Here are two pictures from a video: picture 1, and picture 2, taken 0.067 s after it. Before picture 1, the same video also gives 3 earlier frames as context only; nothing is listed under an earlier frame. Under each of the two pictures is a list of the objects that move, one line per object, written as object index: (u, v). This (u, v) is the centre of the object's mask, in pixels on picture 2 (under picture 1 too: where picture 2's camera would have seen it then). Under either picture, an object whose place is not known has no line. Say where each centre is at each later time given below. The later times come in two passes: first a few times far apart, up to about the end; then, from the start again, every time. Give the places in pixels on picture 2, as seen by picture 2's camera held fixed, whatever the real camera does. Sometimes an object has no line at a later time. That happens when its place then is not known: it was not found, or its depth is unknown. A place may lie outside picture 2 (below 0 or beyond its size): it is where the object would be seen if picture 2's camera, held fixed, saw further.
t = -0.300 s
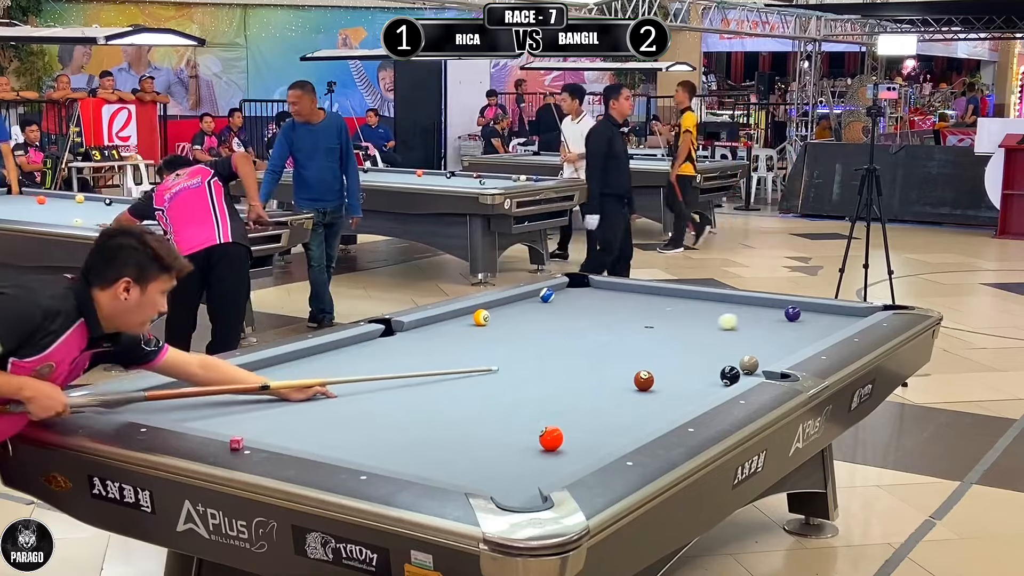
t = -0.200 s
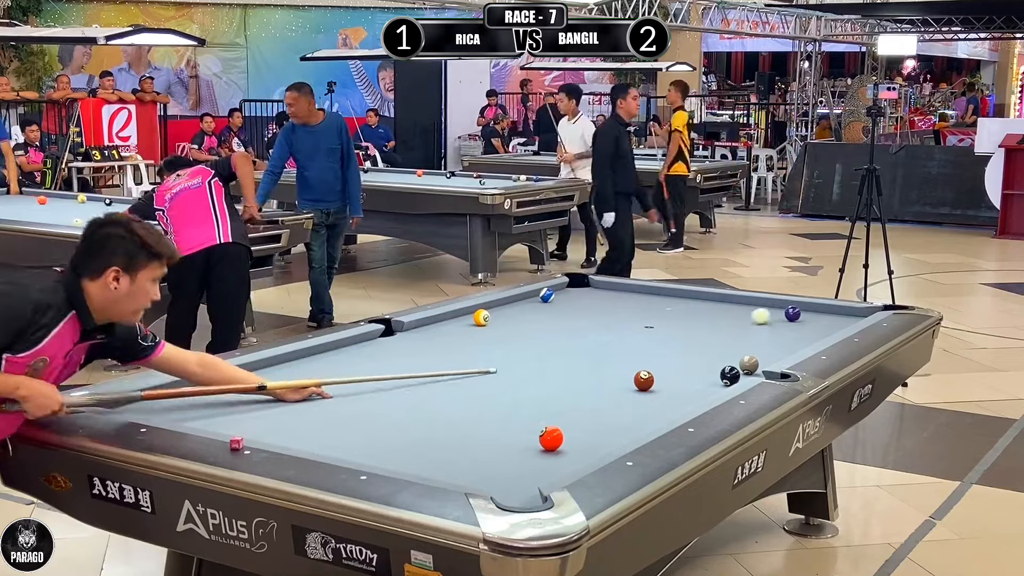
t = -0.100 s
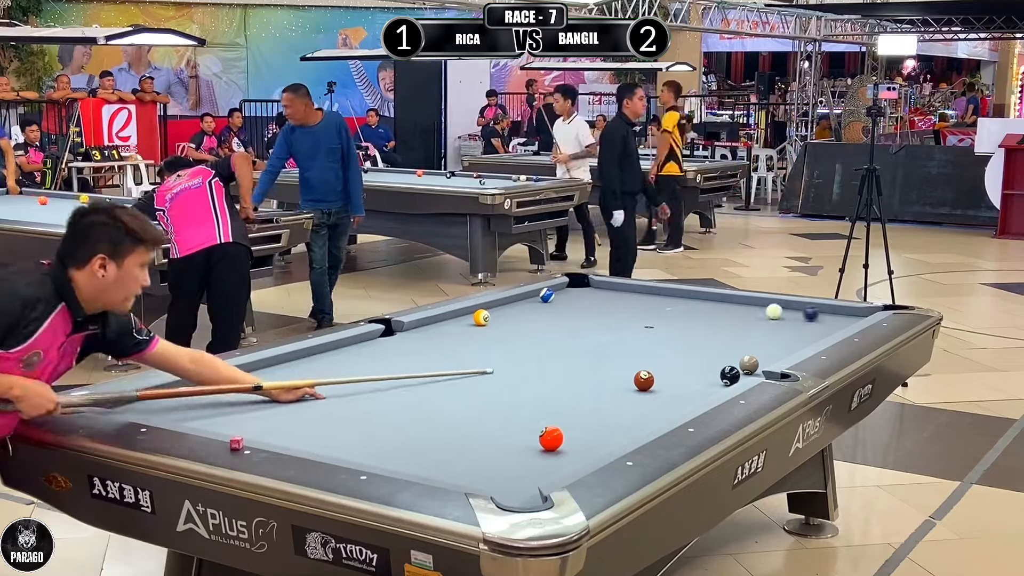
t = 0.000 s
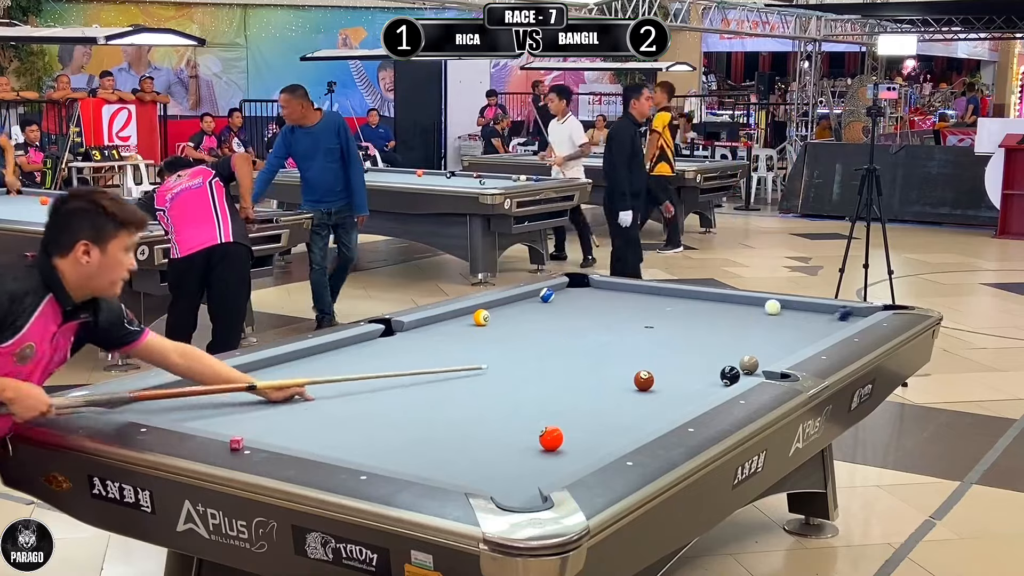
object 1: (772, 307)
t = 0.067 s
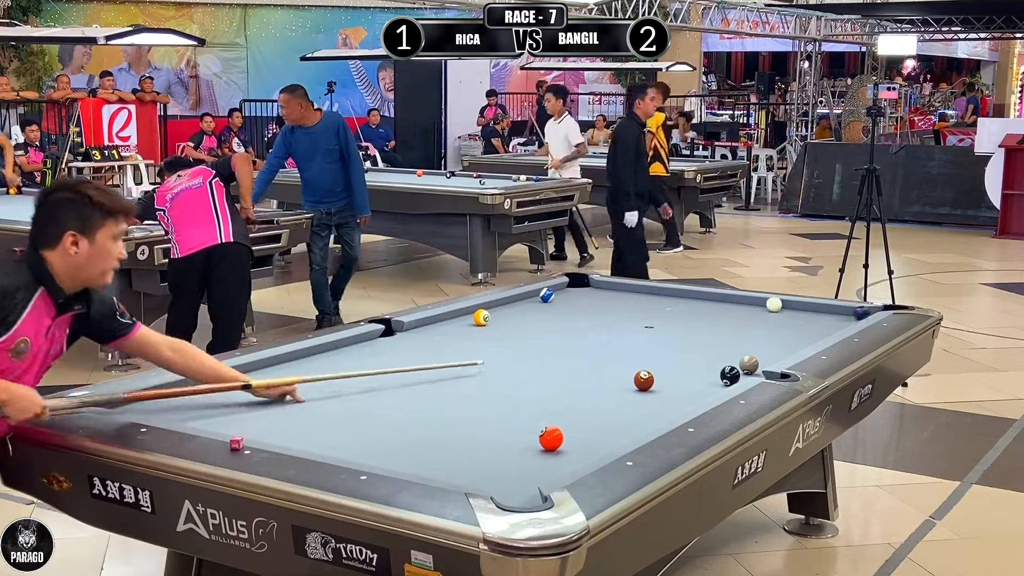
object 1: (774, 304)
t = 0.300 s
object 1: (761, 305)
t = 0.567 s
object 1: (741, 309)
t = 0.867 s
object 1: (718, 313)
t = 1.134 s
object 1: (699, 317)
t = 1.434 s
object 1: (678, 321)
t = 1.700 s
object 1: (659, 324)
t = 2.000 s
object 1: (639, 328)
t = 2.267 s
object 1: (622, 331)
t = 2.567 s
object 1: (604, 334)
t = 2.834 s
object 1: (588, 336)
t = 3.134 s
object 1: (572, 339)
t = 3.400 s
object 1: (558, 341)
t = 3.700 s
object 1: (544, 343)
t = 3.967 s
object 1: (531, 345)
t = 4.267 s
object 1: (520, 346)
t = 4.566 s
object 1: (511, 347)
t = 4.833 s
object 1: (504, 348)
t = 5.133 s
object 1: (498, 349)
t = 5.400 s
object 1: (494, 350)
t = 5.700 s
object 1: (491, 350)
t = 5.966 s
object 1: (491, 350)
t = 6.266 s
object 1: (491, 350)
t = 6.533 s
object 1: (491, 350)
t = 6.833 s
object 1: (491, 350)
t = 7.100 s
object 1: (491, 350)
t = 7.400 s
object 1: (491, 350)
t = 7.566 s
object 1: (491, 350)
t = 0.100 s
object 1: (774, 303)
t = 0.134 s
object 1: (774, 303)
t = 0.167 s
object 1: (771, 303)
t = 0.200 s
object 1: (768, 303)
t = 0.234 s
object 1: (766, 304)
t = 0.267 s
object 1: (763, 305)
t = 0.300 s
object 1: (761, 305)
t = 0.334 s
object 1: (758, 306)
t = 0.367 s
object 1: (756, 306)
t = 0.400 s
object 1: (753, 307)
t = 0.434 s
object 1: (751, 307)
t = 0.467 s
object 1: (748, 308)
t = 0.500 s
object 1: (746, 308)
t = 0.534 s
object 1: (743, 309)
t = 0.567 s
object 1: (741, 309)
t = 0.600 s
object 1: (738, 310)
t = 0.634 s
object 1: (736, 310)
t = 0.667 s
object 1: (733, 310)
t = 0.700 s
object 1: (731, 311)
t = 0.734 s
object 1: (728, 311)
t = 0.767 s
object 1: (726, 312)
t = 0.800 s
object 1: (724, 312)
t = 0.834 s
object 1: (721, 313)
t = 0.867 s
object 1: (718, 313)
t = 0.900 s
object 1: (716, 314)
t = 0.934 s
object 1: (714, 314)
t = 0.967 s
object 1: (711, 315)
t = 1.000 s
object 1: (709, 315)
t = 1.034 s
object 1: (706, 316)
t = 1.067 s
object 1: (704, 316)
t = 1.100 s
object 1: (702, 316)
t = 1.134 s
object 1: (699, 317)
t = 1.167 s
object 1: (697, 317)
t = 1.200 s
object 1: (694, 318)
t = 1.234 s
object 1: (692, 318)
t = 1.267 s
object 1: (689, 318)
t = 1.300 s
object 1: (687, 319)
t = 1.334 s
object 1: (685, 319)
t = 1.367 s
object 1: (682, 320)
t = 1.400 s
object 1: (680, 320)
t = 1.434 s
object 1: (678, 321)
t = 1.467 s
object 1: (675, 321)
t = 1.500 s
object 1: (673, 321)
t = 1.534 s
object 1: (671, 322)
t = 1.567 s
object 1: (668, 322)
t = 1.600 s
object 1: (666, 323)
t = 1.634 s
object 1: (664, 323)
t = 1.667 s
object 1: (661, 323)
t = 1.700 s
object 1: (659, 324)
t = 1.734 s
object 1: (657, 324)
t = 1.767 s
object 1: (654, 325)
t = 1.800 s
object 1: (652, 325)
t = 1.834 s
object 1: (650, 326)
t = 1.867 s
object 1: (648, 326)
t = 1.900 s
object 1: (646, 326)
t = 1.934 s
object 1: (644, 327)
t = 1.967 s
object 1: (641, 327)
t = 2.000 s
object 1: (639, 328)
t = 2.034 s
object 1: (637, 328)
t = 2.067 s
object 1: (635, 328)
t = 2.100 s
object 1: (633, 328)
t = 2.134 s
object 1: (631, 329)
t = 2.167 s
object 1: (628, 329)
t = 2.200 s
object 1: (626, 330)
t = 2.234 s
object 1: (624, 330)
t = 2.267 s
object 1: (622, 331)
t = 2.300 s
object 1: (620, 331)
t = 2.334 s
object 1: (618, 331)
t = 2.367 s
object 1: (615, 332)
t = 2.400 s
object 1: (613, 332)
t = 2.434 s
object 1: (612, 332)
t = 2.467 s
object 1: (610, 333)
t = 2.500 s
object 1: (608, 333)
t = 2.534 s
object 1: (606, 333)
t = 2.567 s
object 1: (604, 334)
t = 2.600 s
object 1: (602, 334)
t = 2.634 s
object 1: (600, 334)
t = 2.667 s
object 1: (598, 335)
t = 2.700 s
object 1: (596, 335)
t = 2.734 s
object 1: (594, 335)
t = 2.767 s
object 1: (592, 336)
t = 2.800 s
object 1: (590, 336)
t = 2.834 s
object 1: (588, 336)
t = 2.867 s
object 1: (586, 336)
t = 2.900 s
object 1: (584, 337)
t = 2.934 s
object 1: (582, 337)
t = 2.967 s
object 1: (581, 338)
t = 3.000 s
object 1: (579, 338)
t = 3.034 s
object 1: (577, 338)
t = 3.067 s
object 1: (575, 338)
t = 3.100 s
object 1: (573, 338)
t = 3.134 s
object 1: (572, 339)
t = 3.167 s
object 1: (570, 339)
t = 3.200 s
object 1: (568, 339)
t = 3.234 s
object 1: (566, 339)
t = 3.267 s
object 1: (565, 340)
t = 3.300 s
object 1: (563, 340)
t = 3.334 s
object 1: (561, 340)
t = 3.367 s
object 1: (559, 341)
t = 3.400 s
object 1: (558, 341)
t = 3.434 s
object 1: (556, 341)
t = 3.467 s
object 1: (554, 341)
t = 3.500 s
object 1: (553, 342)
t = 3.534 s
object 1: (551, 342)
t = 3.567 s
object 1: (549, 342)
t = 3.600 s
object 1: (548, 342)
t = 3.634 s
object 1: (547, 343)
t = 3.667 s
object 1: (545, 343)
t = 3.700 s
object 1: (544, 343)
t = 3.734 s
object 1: (542, 343)
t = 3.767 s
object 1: (540, 343)
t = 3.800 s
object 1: (539, 344)
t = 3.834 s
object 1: (537, 344)
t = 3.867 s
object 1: (536, 344)
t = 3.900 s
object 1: (534, 344)
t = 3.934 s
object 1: (533, 345)
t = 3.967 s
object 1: (531, 345)
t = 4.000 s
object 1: (530, 345)
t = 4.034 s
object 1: (529, 345)
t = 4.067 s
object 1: (528, 345)
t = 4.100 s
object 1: (527, 345)
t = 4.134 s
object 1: (525, 346)
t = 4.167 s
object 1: (524, 346)
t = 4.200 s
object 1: (522, 346)
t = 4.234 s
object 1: (522, 346)
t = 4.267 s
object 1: (520, 346)
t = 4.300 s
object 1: (519, 346)
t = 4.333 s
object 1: (518, 347)
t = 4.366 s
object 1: (517, 347)
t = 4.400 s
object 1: (516, 347)
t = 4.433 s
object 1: (515, 347)
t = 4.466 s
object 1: (514, 347)
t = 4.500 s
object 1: (513, 347)
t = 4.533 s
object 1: (512, 347)
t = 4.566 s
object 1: (511, 347)
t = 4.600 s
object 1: (510, 347)
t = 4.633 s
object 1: (509, 347)
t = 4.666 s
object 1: (508, 348)
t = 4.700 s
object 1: (507, 348)
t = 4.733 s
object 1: (506, 348)
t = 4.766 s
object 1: (505, 348)
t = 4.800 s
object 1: (505, 348)
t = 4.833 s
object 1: (504, 348)
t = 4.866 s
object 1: (503, 348)
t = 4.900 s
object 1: (502, 348)
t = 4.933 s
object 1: (501, 349)
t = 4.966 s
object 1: (501, 349)
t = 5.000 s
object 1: (500, 349)
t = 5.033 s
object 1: (500, 349)
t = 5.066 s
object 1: (499, 349)
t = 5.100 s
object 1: (498, 349)
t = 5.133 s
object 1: (498, 349)
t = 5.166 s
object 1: (497, 349)
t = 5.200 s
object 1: (497, 349)
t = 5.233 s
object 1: (496, 349)
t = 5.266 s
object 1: (496, 349)
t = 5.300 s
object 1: (495, 349)
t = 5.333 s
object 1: (495, 349)
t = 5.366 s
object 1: (495, 349)
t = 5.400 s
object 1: (494, 350)
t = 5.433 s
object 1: (494, 350)
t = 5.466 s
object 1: (493, 350)
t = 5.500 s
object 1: (493, 350)
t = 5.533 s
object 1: (493, 350)
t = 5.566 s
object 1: (492, 350)
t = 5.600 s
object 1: (492, 350)
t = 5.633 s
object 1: (492, 350)
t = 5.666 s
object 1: (491, 350)
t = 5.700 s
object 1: (491, 350)
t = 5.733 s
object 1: (491, 350)
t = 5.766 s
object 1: (491, 350)
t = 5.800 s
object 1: (491, 350)
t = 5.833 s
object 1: (491, 350)
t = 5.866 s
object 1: (491, 350)
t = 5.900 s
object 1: (491, 350)
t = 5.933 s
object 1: (491, 350)
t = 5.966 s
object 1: (491, 350)
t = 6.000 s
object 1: (491, 350)
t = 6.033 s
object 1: (491, 350)
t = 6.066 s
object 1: (491, 350)
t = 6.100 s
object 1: (491, 350)
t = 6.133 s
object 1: (491, 350)
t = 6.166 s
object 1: (491, 350)
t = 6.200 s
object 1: (491, 350)
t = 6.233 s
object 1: (491, 350)
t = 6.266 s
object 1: (491, 350)
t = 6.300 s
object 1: (491, 350)
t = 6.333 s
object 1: (491, 350)
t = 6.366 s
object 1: (491, 350)
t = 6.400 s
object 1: (491, 350)
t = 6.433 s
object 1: (491, 350)
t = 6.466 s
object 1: (491, 350)
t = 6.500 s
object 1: (491, 350)
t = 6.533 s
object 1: (491, 350)
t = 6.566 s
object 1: (491, 350)
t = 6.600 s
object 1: (491, 350)
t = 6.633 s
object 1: (491, 350)
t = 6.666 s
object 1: (491, 350)
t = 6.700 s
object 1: (491, 350)
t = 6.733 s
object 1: (491, 350)
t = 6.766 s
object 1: (491, 350)
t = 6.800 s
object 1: (491, 350)
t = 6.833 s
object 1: (491, 350)
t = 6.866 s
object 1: (491, 350)
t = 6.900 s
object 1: (491, 350)
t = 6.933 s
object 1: (491, 350)
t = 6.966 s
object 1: (491, 350)
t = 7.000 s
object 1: (491, 350)
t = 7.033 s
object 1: (491, 350)
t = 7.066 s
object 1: (491, 350)
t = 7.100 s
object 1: (491, 350)
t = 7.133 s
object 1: (491, 350)
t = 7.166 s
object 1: (491, 350)
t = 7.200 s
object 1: (491, 350)
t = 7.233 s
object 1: (491, 350)
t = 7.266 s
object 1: (491, 350)
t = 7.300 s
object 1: (491, 350)
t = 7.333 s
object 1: (491, 350)
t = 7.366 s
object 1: (491, 350)
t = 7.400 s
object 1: (491, 350)
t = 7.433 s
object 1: (491, 350)
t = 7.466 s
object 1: (491, 350)
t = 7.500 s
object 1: (491, 350)
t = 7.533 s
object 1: (491, 350)
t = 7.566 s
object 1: (491, 350)
